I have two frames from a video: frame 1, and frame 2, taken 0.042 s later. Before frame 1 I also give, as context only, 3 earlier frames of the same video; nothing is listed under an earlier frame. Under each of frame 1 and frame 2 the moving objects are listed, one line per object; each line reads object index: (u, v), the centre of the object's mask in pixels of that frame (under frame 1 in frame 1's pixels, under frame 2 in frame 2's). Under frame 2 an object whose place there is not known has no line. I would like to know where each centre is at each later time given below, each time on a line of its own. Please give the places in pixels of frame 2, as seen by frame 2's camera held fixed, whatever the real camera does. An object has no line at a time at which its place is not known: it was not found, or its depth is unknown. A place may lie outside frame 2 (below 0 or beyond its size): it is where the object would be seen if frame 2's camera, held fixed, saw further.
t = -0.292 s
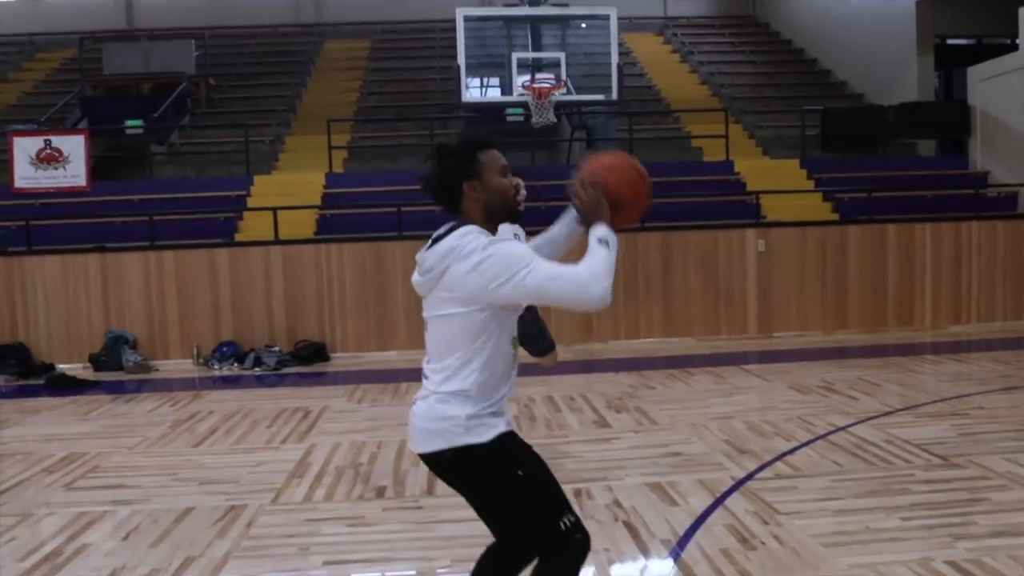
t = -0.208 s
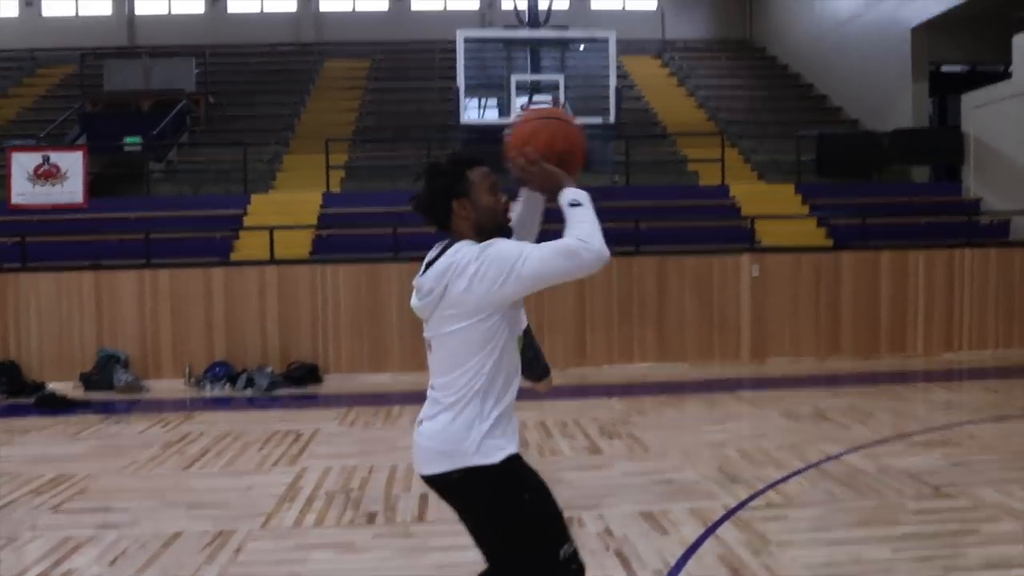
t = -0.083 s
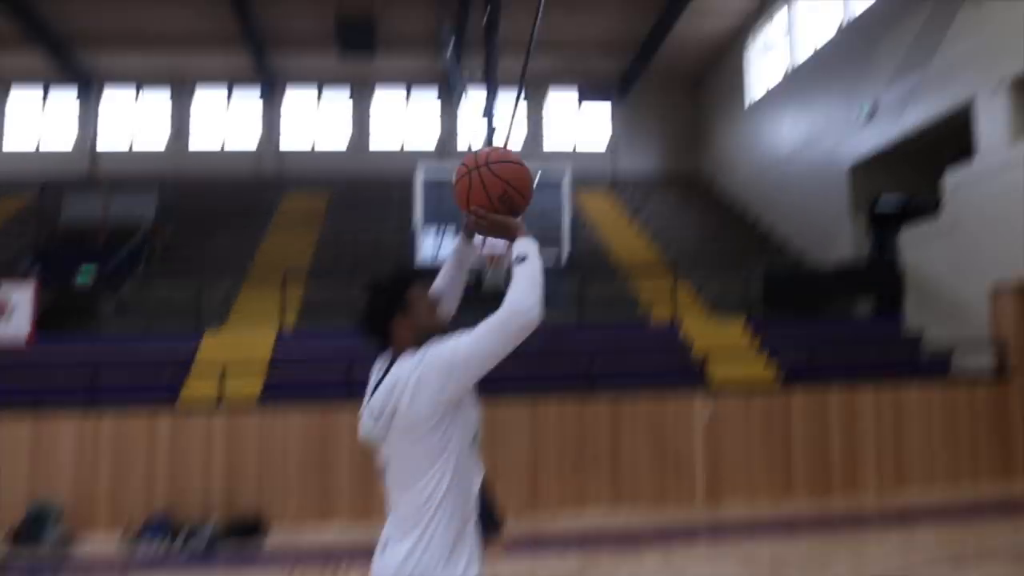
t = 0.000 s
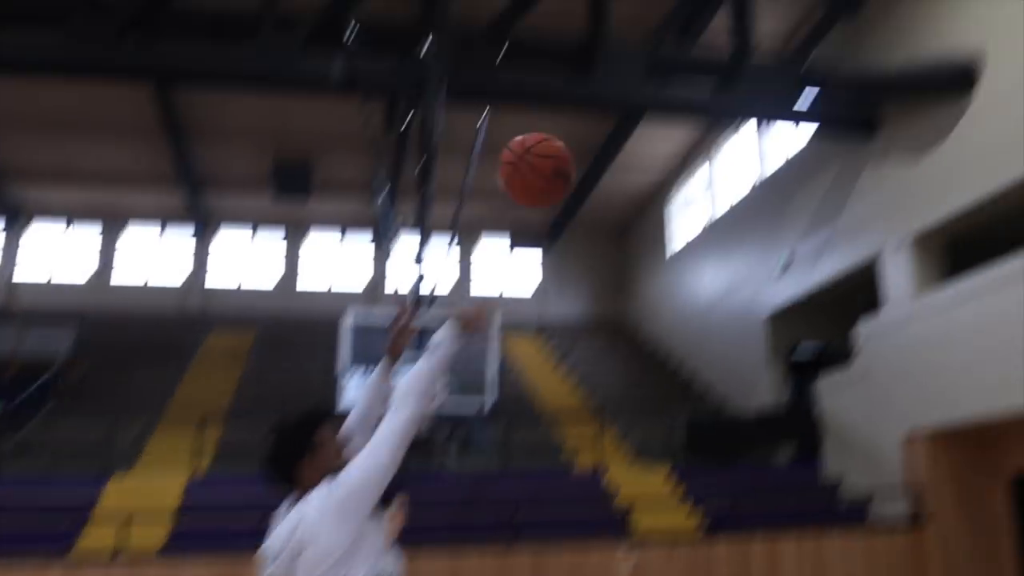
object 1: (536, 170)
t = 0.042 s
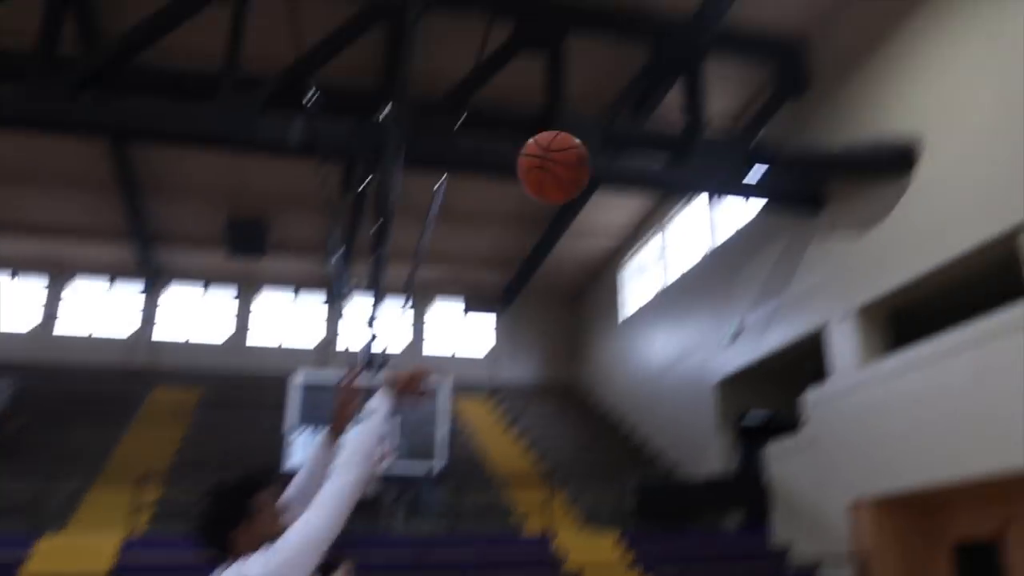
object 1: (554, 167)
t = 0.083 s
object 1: (611, 108)
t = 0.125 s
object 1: (665, 56)
